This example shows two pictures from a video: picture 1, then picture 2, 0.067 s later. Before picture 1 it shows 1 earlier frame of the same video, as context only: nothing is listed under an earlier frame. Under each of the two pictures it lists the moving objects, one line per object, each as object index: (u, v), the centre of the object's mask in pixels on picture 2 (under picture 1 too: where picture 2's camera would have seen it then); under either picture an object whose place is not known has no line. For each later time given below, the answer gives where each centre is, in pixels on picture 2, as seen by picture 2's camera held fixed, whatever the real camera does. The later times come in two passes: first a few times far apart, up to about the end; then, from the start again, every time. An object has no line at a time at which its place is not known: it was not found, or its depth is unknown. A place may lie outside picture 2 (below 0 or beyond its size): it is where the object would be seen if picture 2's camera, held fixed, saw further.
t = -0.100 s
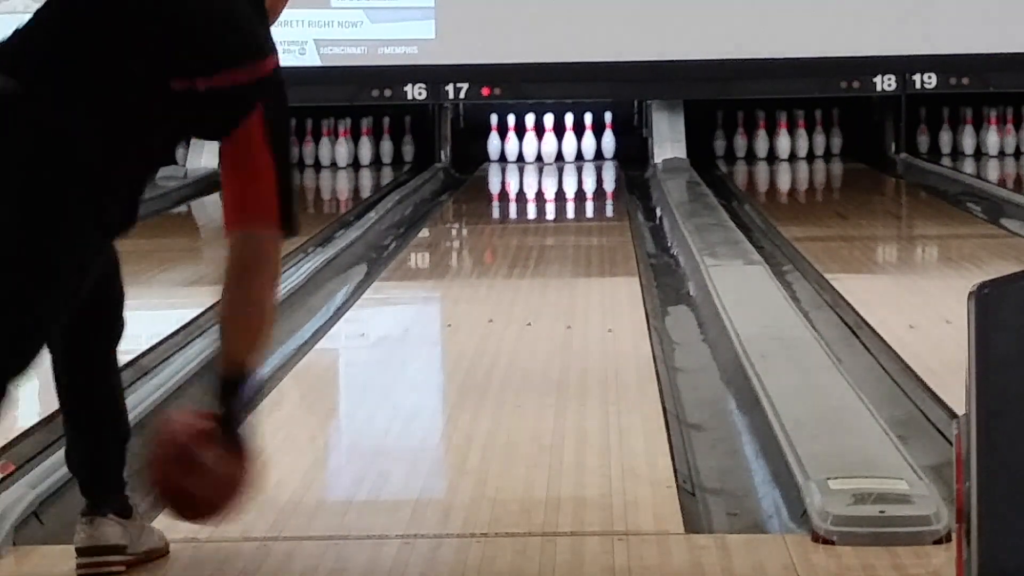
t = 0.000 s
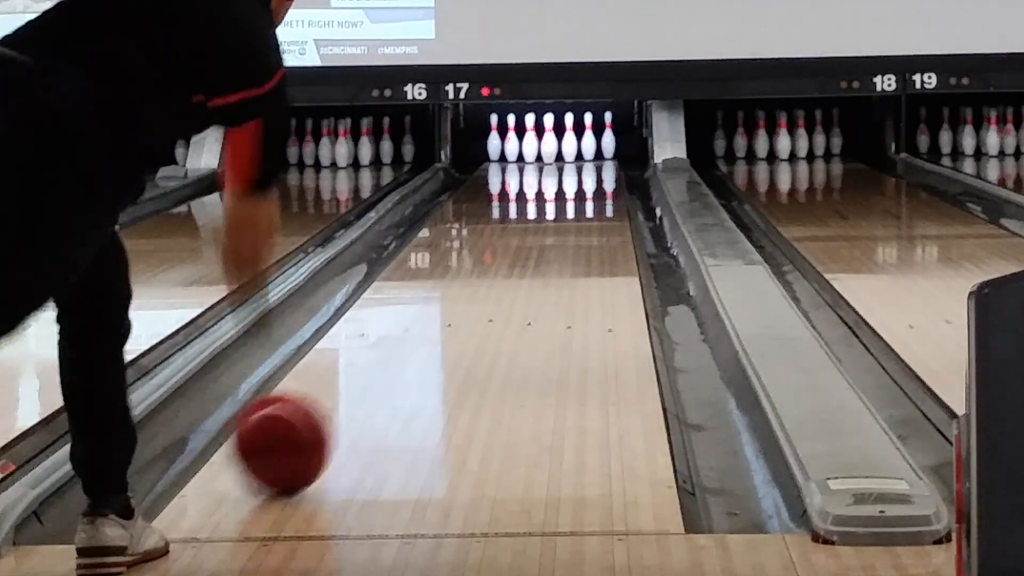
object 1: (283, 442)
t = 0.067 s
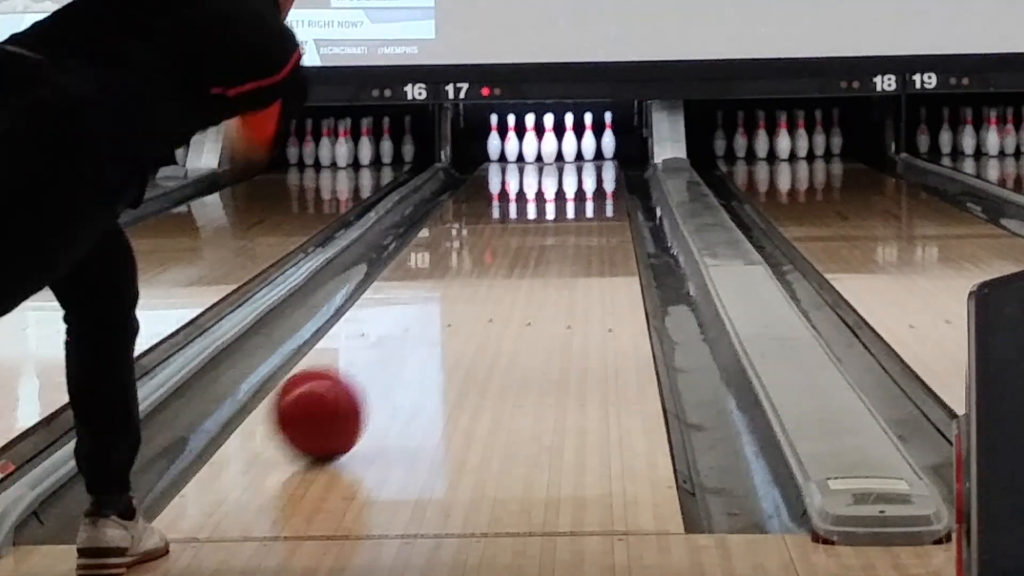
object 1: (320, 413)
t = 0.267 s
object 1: (404, 348)
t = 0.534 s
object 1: (478, 291)
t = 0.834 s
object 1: (531, 247)
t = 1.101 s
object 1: (563, 220)
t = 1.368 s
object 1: (586, 197)
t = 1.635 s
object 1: (599, 182)
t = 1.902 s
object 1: (603, 170)
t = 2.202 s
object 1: (589, 159)
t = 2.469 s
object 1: (564, 150)
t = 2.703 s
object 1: (568, 147)
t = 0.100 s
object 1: (336, 401)
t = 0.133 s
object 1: (351, 389)
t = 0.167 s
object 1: (366, 377)
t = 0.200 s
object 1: (380, 366)
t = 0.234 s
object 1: (392, 357)
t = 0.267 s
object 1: (404, 348)
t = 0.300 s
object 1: (416, 339)
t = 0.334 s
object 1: (426, 331)
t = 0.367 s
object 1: (436, 323)
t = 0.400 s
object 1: (446, 316)
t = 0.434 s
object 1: (454, 309)
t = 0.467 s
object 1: (462, 303)
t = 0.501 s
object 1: (470, 297)
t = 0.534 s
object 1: (478, 291)
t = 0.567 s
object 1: (485, 285)
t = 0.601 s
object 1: (491, 280)
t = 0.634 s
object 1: (498, 274)
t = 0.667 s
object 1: (504, 269)
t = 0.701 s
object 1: (510, 265)
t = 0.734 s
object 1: (515, 260)
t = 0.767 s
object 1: (521, 256)
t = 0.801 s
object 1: (526, 251)
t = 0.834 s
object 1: (531, 247)
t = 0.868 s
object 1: (535, 243)
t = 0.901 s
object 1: (540, 240)
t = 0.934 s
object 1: (544, 236)
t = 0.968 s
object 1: (548, 233)
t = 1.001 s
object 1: (552, 230)
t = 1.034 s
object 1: (556, 227)
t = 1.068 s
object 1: (560, 223)
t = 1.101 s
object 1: (563, 220)
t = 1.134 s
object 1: (566, 217)
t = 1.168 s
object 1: (569, 214)
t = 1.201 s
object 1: (573, 212)
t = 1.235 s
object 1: (576, 208)
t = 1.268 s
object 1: (578, 206)
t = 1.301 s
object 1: (582, 203)
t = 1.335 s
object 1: (584, 200)
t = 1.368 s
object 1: (586, 197)
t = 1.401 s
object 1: (588, 195)
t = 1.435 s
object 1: (590, 193)
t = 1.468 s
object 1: (592, 191)
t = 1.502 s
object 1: (594, 190)
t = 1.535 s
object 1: (596, 188)
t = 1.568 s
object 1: (597, 186)
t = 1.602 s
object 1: (598, 184)
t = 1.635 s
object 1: (599, 182)
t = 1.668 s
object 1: (600, 181)
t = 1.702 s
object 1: (601, 179)
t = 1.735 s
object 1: (603, 178)
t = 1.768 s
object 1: (603, 176)
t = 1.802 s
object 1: (603, 174)
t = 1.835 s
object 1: (603, 173)
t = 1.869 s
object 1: (603, 171)
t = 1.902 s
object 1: (603, 170)
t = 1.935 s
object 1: (602, 169)
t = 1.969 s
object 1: (601, 168)
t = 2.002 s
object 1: (599, 166)
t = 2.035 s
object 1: (598, 165)
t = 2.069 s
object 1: (596, 164)
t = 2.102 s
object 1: (594, 162)
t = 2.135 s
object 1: (593, 161)
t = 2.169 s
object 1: (591, 160)
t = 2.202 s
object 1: (589, 159)
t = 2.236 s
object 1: (586, 158)
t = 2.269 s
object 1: (583, 157)
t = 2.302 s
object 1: (580, 156)
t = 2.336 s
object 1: (577, 155)
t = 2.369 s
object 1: (573, 153)
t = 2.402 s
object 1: (570, 153)
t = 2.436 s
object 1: (567, 152)
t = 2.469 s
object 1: (564, 150)
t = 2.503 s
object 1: (565, 150)
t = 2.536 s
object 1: (565, 149)
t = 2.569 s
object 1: (564, 149)
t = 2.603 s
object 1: (564, 148)
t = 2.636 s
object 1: (566, 148)
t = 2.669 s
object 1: (567, 147)
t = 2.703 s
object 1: (568, 147)
